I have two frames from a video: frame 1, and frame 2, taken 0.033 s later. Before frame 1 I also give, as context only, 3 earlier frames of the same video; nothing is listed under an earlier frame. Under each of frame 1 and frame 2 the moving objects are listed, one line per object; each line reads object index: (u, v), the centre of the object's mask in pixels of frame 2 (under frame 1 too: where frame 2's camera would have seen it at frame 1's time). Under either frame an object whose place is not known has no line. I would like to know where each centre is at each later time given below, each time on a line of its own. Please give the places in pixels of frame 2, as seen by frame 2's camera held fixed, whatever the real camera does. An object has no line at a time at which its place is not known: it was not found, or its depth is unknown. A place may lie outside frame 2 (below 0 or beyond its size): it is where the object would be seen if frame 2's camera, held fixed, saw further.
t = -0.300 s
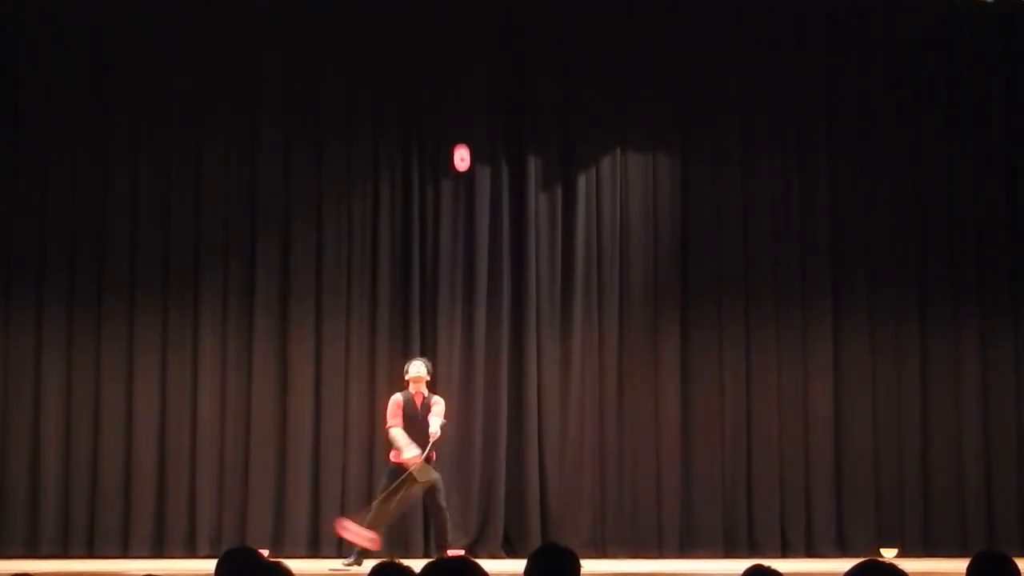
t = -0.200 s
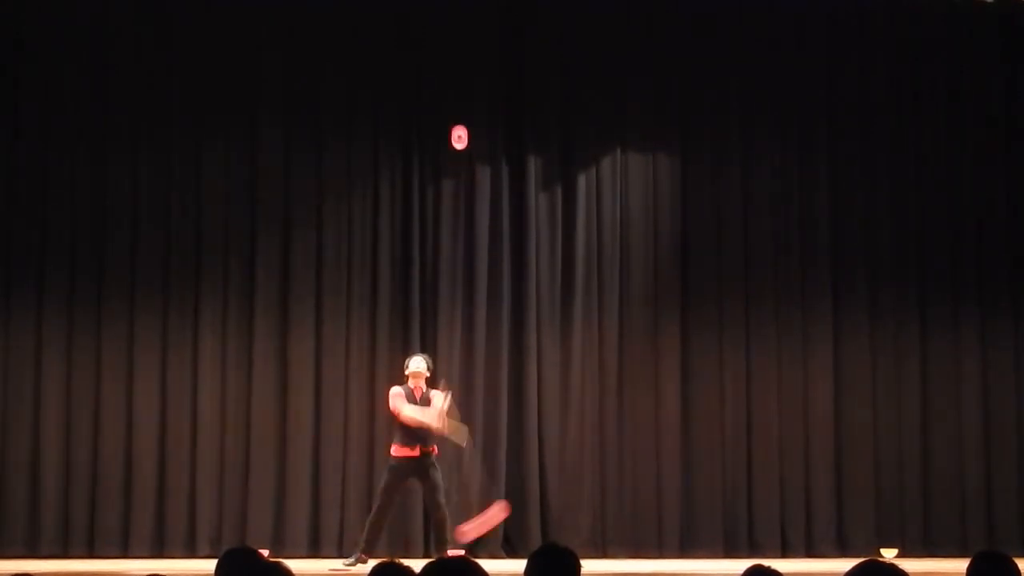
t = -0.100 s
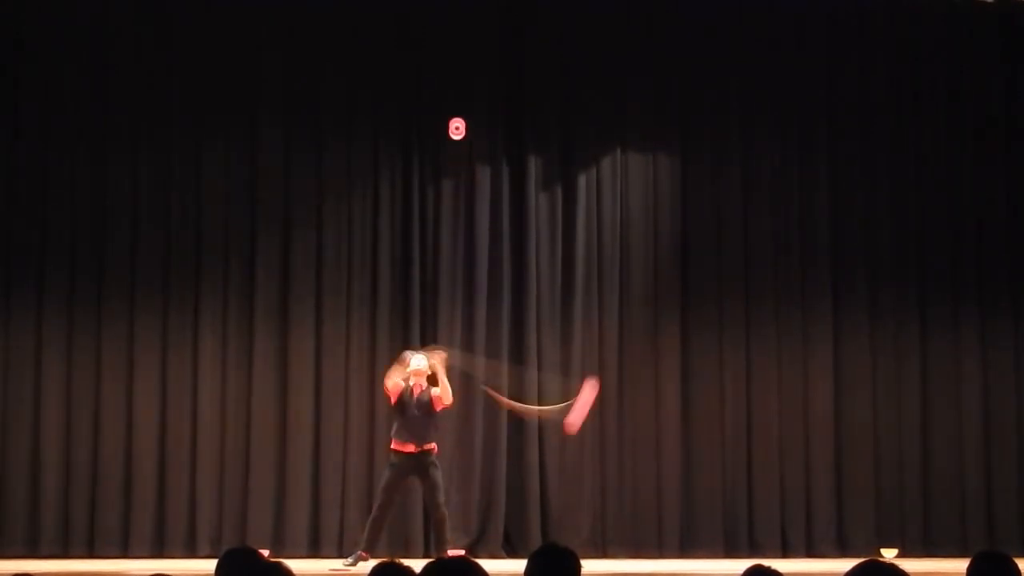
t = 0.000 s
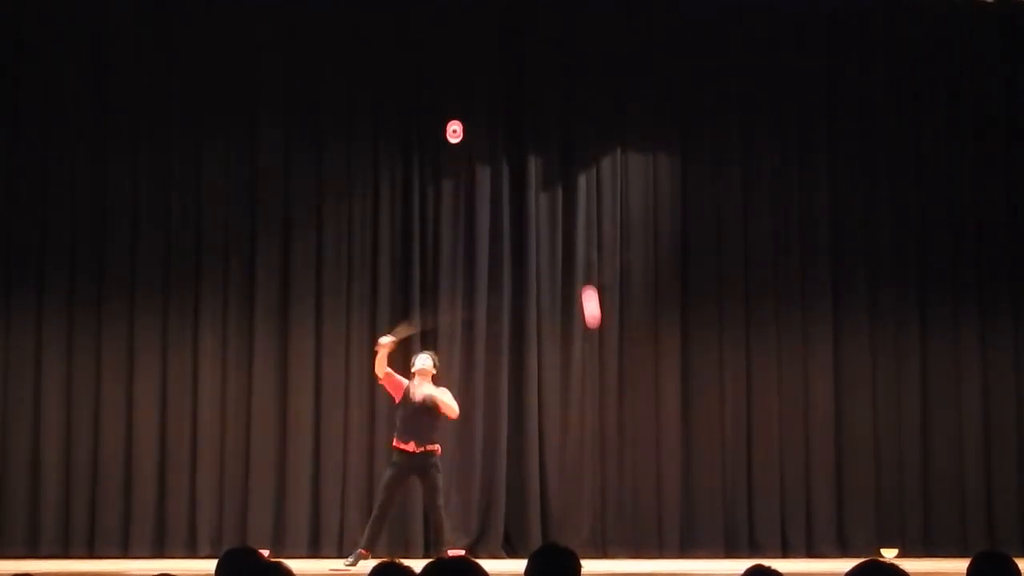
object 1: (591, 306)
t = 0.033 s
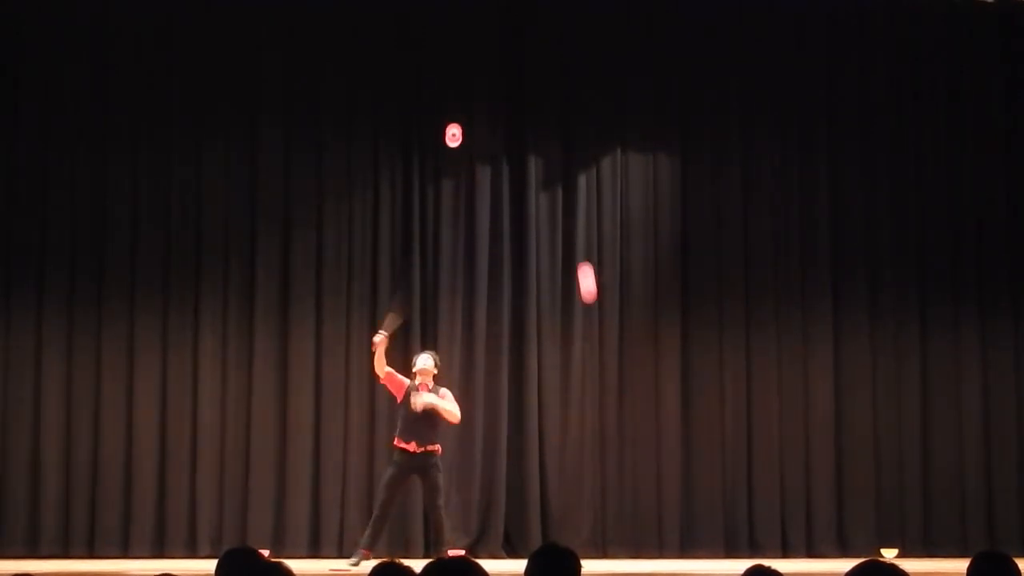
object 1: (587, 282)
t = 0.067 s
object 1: (583, 259)
